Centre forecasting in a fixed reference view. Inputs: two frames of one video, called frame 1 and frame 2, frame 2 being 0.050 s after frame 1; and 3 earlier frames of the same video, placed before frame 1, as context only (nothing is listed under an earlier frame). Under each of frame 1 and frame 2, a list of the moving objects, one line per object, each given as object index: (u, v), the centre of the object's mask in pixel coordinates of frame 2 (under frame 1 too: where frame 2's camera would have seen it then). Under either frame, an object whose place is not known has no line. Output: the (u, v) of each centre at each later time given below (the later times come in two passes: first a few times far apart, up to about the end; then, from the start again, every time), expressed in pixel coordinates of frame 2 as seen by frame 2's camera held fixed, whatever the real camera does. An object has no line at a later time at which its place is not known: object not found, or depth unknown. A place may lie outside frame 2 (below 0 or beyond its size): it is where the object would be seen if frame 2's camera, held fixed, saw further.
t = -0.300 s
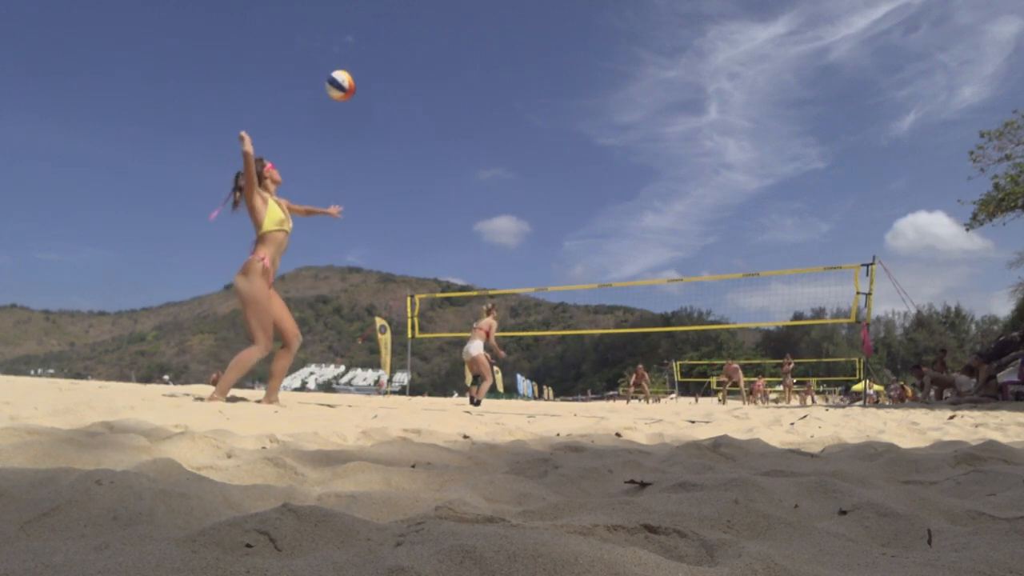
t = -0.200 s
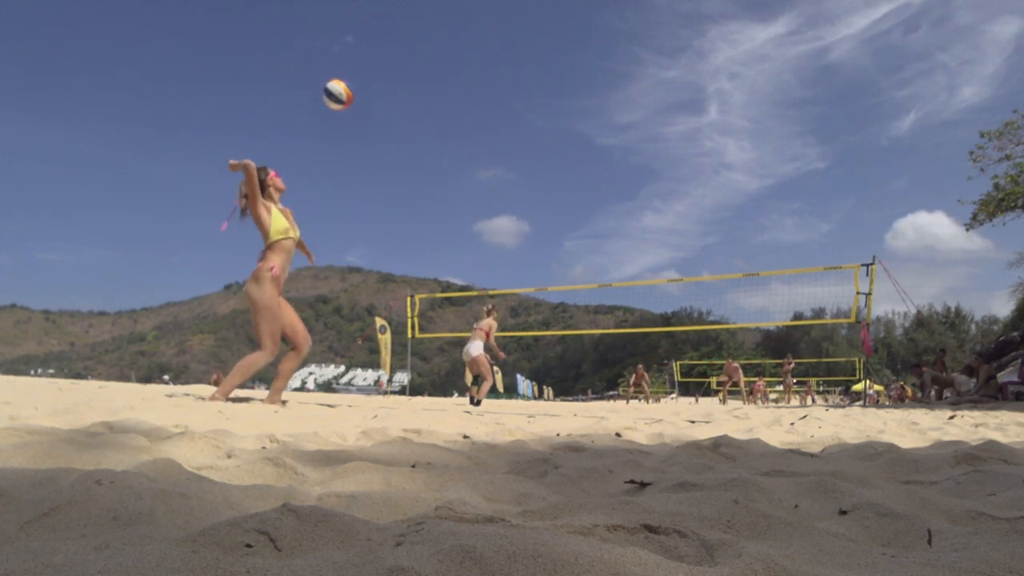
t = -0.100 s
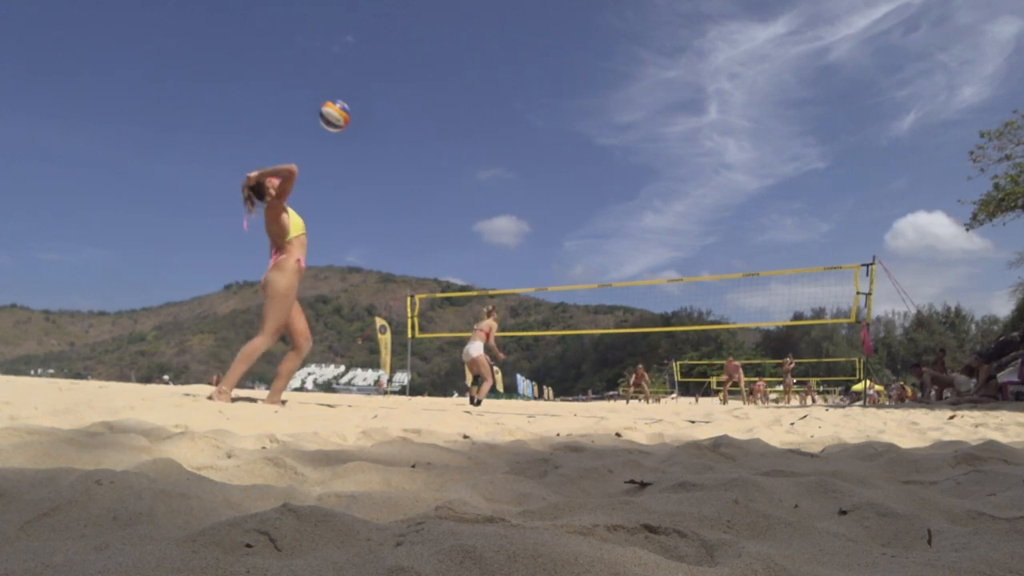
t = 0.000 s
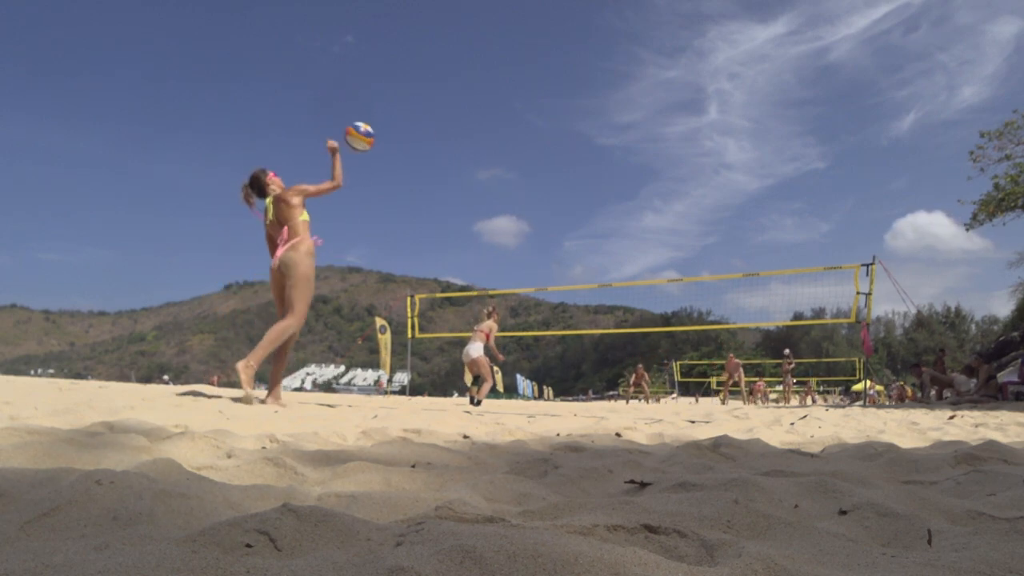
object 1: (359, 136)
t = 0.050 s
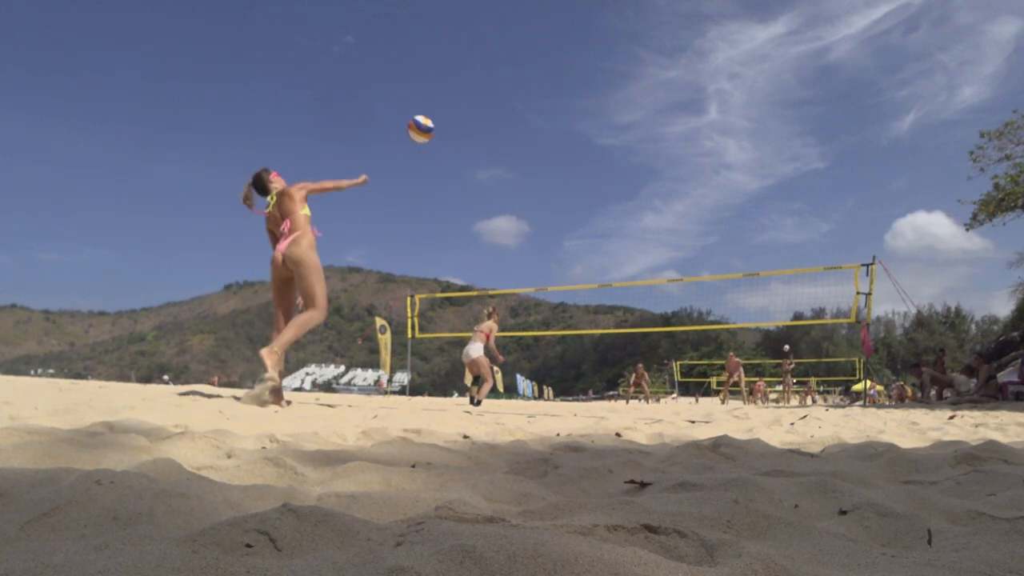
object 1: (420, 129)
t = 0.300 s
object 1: (592, 136)
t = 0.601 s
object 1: (686, 188)
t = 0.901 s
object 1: (739, 257)
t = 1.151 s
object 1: (768, 321)
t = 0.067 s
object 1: (438, 127)
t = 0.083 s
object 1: (454, 126)
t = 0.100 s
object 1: (470, 125)
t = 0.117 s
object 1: (484, 125)
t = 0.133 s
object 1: (497, 124)
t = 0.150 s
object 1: (510, 124)
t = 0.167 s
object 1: (522, 124)
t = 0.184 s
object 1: (532, 125)
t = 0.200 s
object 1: (543, 126)
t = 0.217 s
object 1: (552, 127)
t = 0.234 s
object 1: (561, 128)
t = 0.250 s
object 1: (570, 130)
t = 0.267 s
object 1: (578, 132)
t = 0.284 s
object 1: (585, 134)
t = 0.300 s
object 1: (592, 136)
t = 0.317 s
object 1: (599, 139)
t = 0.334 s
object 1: (606, 141)
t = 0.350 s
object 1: (612, 143)
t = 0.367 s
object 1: (619, 145)
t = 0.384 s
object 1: (625, 148)
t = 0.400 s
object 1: (630, 150)
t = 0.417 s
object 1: (637, 153)
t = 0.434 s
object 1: (642, 156)
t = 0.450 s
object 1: (647, 158)
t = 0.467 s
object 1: (652, 162)
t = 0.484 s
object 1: (657, 165)
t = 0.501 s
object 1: (662, 168)
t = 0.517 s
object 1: (666, 172)
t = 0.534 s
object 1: (670, 175)
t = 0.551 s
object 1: (675, 178)
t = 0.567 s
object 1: (679, 182)
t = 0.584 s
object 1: (682, 185)
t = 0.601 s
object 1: (686, 188)
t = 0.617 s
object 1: (690, 192)
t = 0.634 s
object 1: (694, 196)
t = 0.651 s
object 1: (697, 199)
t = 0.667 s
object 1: (700, 203)
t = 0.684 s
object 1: (704, 207)
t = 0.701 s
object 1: (707, 211)
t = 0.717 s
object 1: (710, 215)
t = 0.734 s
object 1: (713, 219)
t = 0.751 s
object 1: (716, 223)
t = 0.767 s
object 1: (719, 226)
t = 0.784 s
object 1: (722, 230)
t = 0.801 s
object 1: (724, 234)
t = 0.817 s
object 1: (727, 237)
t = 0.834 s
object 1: (730, 241)
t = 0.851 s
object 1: (732, 245)
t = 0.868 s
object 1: (734, 249)
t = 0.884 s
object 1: (737, 253)
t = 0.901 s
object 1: (739, 257)
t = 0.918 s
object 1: (741, 261)
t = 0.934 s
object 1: (744, 265)
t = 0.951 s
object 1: (746, 269)
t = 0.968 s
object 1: (748, 273)
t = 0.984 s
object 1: (750, 278)
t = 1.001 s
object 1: (752, 282)
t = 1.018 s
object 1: (754, 286)
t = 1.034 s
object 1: (756, 291)
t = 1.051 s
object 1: (758, 295)
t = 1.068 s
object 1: (760, 300)
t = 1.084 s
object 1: (762, 304)
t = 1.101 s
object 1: (763, 309)
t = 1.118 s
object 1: (765, 313)
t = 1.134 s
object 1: (766, 318)
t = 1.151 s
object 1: (768, 321)
